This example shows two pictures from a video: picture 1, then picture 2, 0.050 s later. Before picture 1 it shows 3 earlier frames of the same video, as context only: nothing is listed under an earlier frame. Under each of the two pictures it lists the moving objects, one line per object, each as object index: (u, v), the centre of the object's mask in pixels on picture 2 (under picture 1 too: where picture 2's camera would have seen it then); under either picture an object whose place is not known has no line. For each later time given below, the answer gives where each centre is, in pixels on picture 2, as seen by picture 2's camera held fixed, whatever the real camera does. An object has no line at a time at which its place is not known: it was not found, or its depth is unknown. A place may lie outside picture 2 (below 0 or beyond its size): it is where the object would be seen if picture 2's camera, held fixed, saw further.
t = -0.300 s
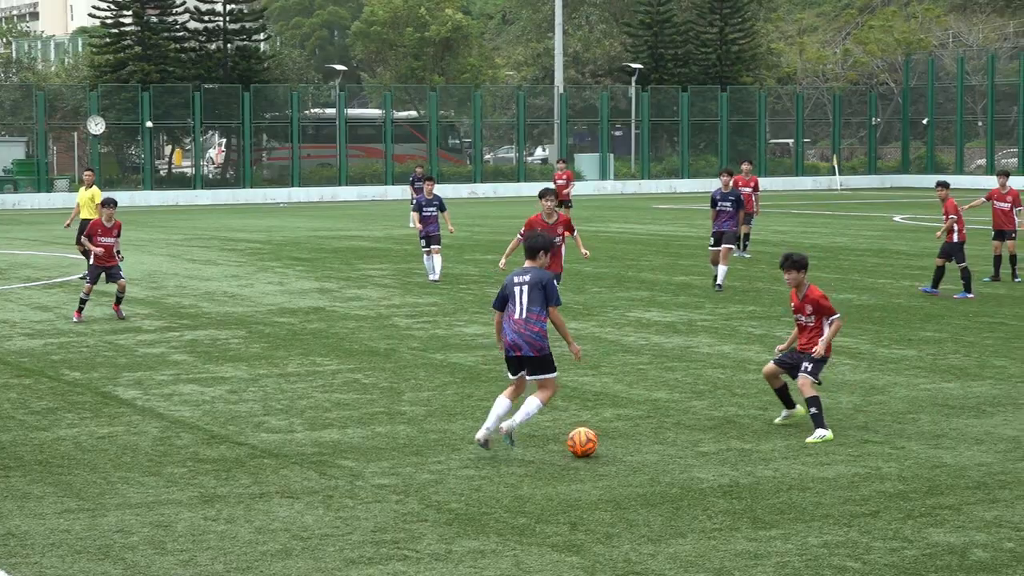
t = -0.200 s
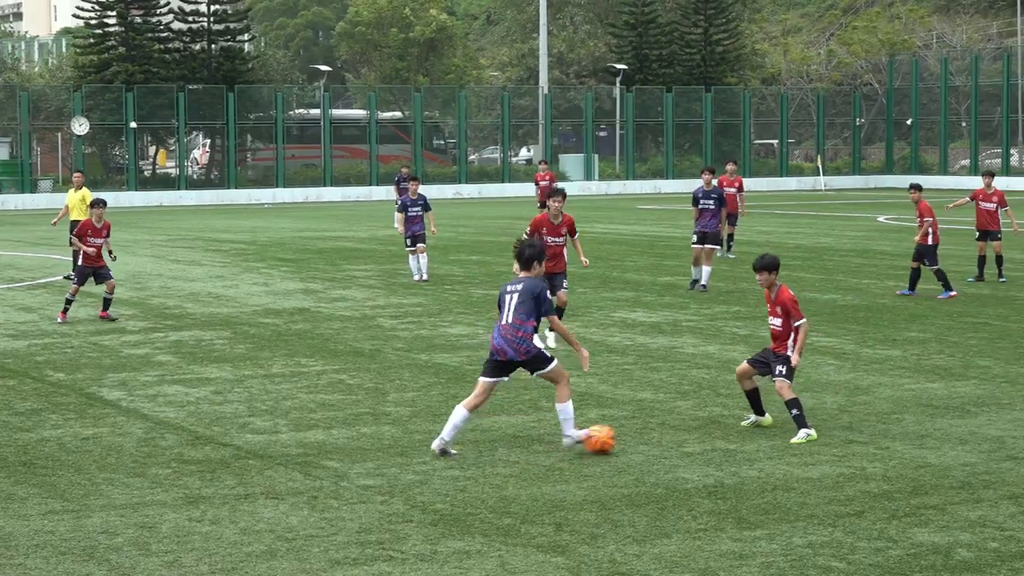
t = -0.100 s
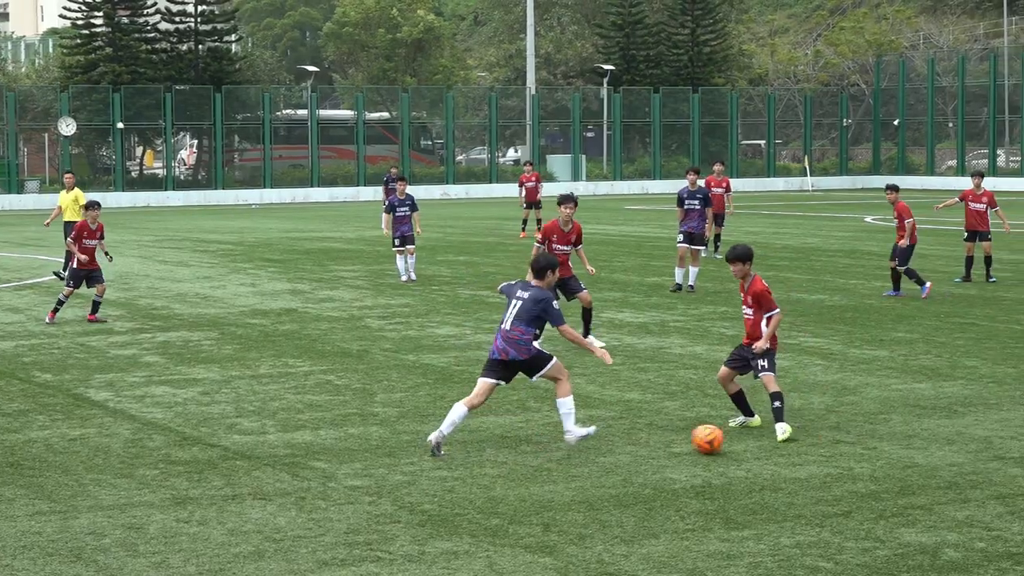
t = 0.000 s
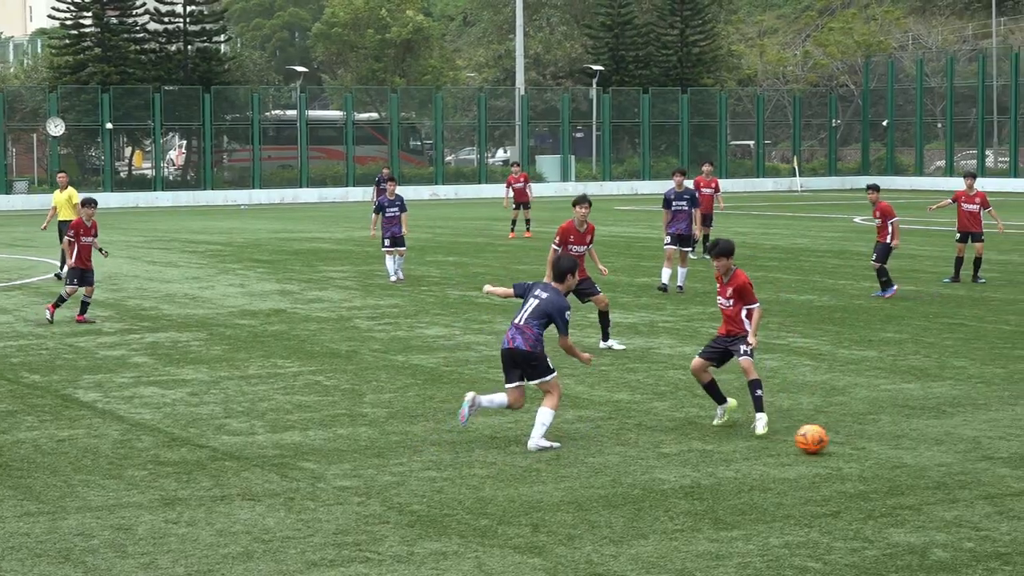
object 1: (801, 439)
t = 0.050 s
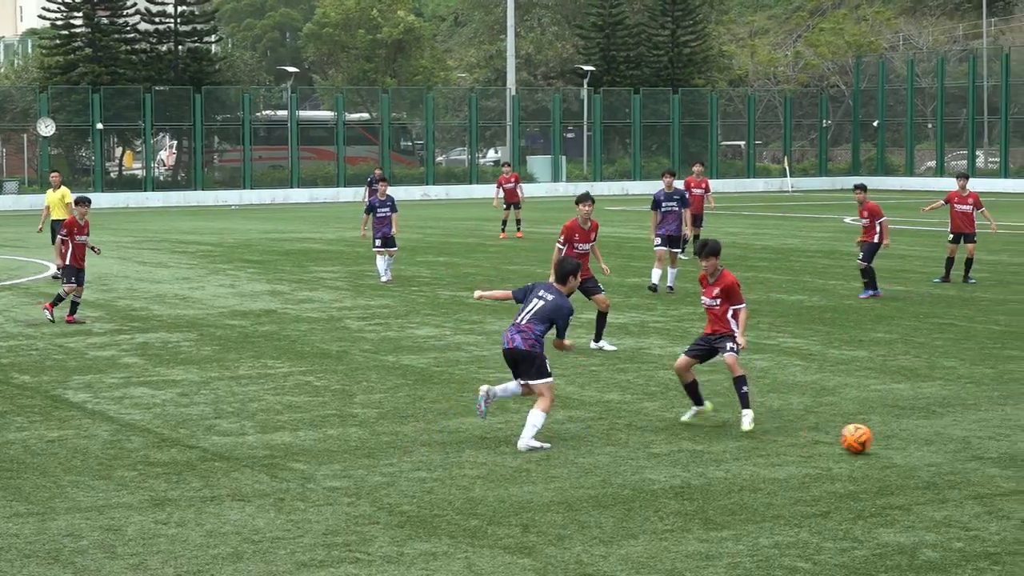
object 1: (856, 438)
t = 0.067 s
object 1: (873, 438)
